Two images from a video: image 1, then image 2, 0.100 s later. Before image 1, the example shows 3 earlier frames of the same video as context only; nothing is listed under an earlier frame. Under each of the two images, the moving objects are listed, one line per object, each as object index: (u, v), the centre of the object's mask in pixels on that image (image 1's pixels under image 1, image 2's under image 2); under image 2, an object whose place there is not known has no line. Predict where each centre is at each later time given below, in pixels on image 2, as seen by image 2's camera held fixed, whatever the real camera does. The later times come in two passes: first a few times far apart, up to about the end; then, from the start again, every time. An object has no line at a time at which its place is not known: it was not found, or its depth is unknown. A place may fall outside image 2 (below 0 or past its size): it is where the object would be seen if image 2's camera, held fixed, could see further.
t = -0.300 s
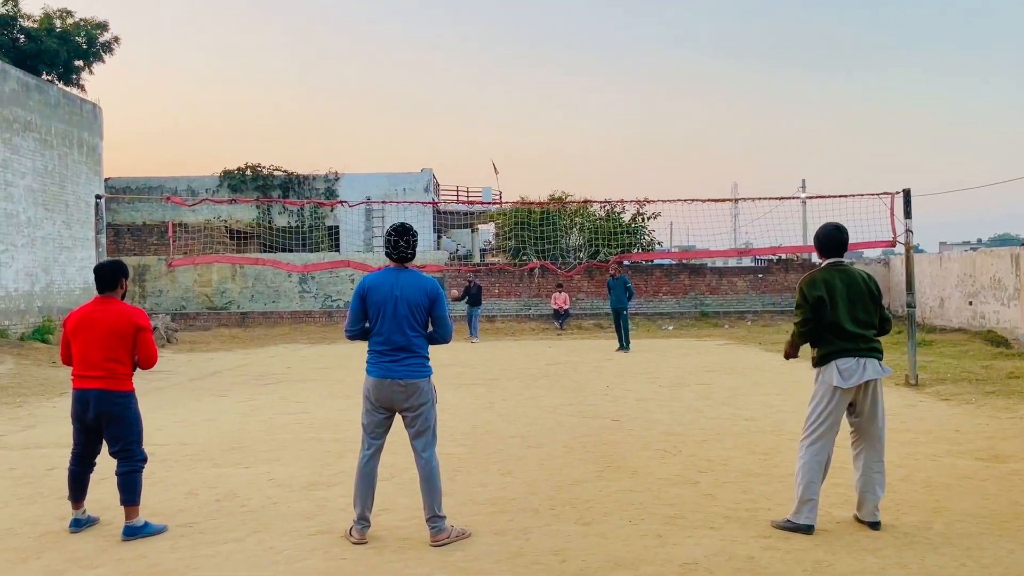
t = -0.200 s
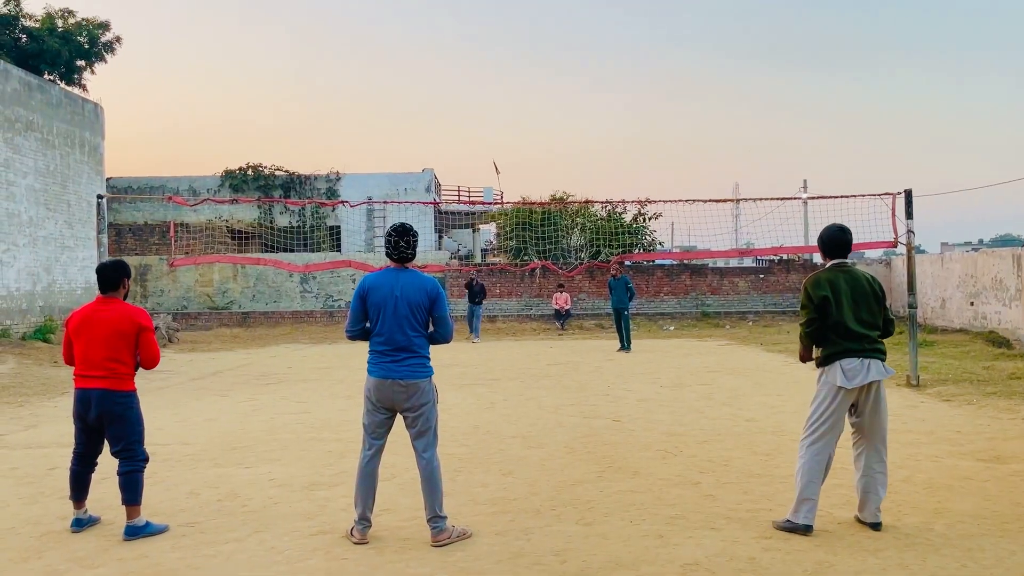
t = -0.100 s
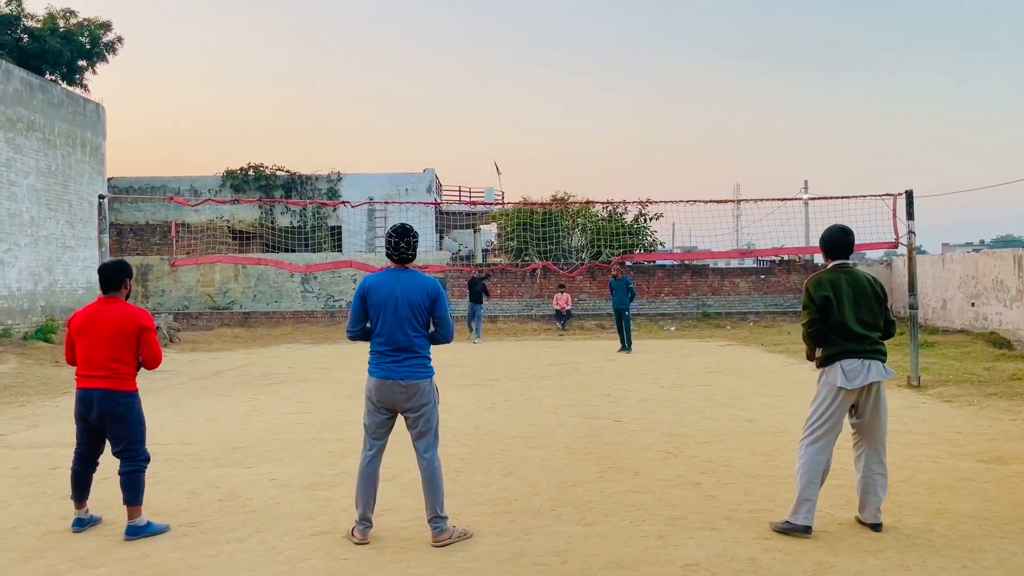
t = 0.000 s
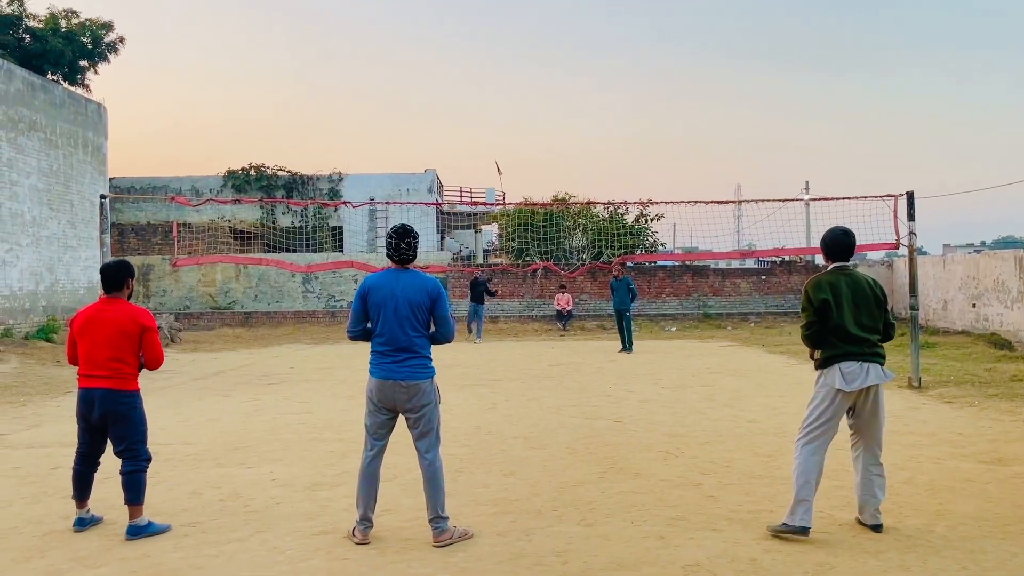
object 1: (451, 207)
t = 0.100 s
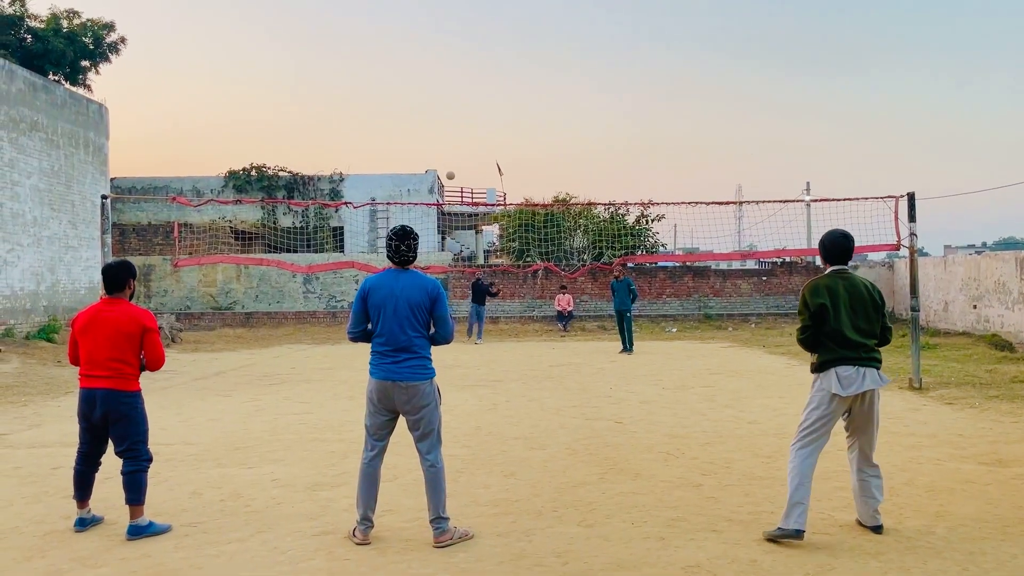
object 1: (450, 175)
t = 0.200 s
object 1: (447, 147)
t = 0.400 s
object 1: (439, 95)
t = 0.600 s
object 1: (427, 55)
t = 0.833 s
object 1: (406, 32)
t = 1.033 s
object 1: (380, 48)
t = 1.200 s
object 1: (344, 110)
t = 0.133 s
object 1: (449, 166)
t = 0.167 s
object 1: (448, 156)
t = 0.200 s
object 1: (447, 147)
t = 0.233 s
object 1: (446, 137)
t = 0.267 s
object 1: (445, 128)
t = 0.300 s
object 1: (443, 120)
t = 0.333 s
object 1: (442, 111)
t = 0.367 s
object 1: (440, 103)
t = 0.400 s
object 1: (439, 95)
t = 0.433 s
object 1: (437, 87)
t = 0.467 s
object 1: (435, 80)
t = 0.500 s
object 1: (433, 73)
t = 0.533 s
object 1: (431, 66)
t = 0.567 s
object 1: (429, 60)
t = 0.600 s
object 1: (427, 55)
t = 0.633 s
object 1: (424, 50)
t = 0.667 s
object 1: (422, 45)
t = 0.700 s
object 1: (419, 41)
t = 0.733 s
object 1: (416, 38)
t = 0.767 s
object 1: (413, 35)
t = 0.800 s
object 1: (410, 33)
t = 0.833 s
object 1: (406, 32)
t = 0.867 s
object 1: (403, 32)
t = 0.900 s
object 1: (399, 33)
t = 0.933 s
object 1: (394, 34)
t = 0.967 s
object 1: (390, 38)
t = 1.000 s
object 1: (385, 42)
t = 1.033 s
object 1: (380, 48)
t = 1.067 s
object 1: (374, 56)
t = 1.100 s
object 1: (368, 66)
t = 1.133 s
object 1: (361, 77)
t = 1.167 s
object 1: (353, 92)
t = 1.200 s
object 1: (344, 110)
